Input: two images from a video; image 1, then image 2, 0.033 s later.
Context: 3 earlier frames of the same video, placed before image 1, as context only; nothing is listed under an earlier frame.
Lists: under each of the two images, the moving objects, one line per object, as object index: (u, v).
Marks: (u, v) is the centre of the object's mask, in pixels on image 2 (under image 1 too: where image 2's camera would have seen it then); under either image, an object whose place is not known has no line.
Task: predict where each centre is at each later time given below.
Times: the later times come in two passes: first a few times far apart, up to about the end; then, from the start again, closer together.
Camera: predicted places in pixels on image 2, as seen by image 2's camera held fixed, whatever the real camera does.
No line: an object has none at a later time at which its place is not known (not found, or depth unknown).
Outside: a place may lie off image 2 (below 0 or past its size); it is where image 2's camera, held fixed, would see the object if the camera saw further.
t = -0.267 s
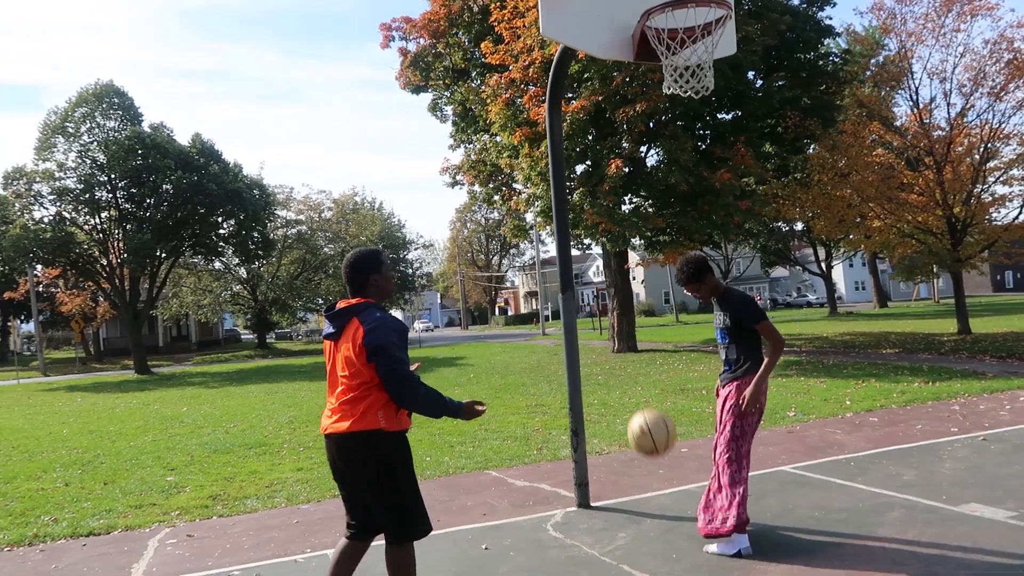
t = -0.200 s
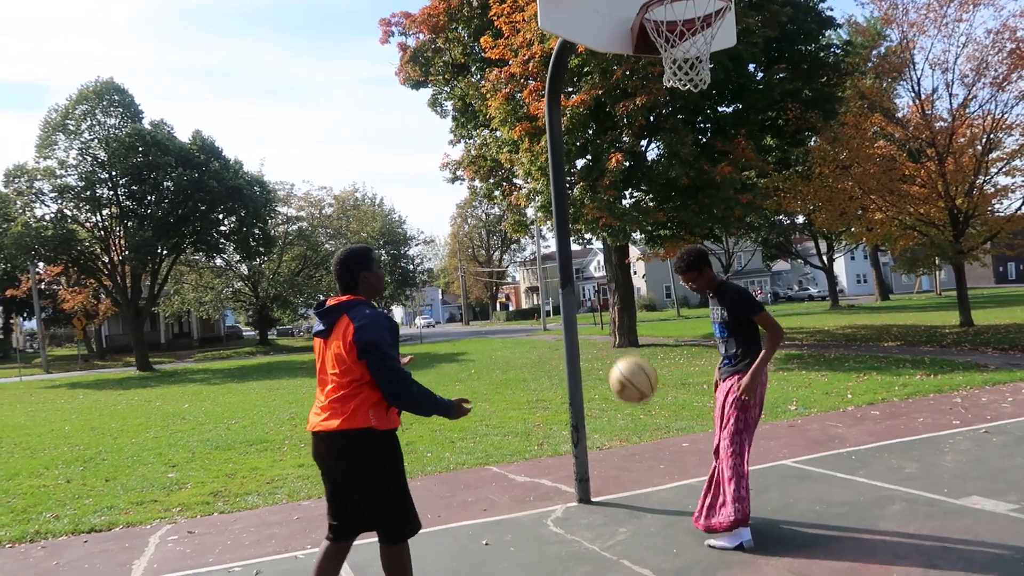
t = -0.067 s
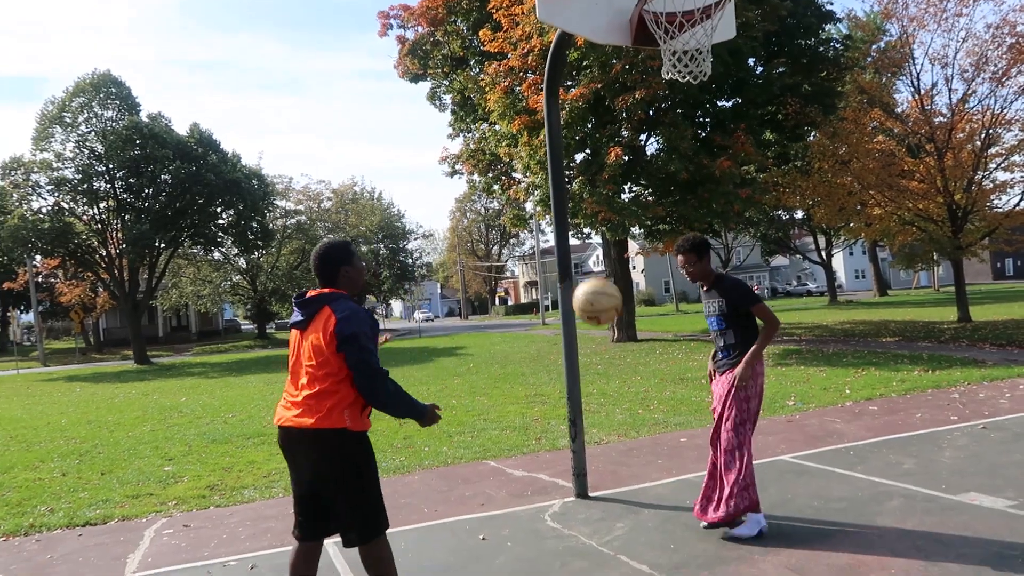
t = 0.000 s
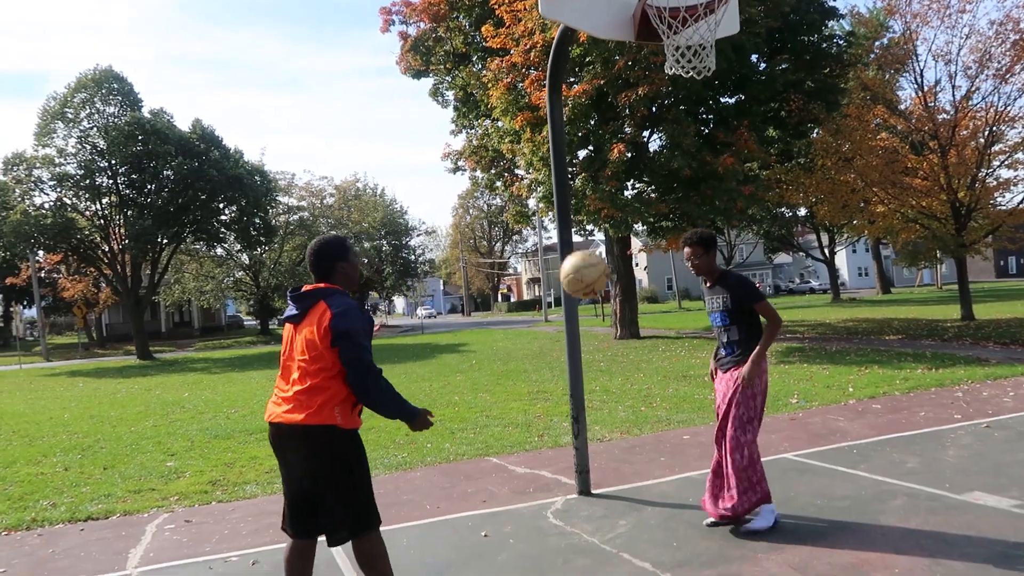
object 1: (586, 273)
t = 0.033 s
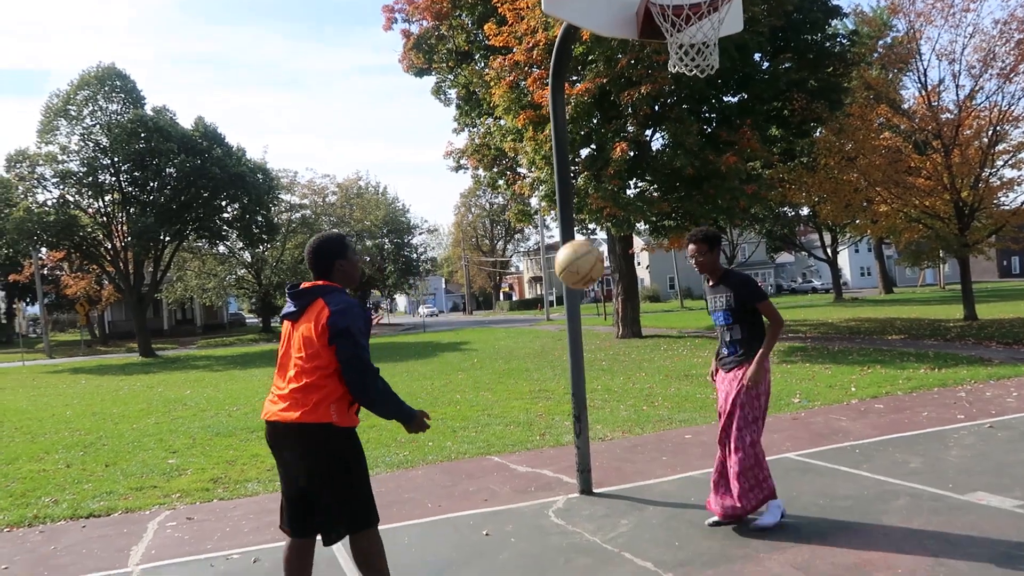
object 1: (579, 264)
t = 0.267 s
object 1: (532, 261)
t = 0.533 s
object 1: (483, 397)
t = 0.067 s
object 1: (571, 257)
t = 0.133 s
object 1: (557, 251)
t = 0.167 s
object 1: (551, 250)
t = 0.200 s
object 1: (544, 252)
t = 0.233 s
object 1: (538, 255)
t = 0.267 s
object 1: (532, 261)
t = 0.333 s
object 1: (519, 281)
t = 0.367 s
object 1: (512, 294)
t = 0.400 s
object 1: (506, 309)
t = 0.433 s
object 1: (500, 328)
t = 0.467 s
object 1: (494, 349)
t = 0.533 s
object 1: (483, 397)
